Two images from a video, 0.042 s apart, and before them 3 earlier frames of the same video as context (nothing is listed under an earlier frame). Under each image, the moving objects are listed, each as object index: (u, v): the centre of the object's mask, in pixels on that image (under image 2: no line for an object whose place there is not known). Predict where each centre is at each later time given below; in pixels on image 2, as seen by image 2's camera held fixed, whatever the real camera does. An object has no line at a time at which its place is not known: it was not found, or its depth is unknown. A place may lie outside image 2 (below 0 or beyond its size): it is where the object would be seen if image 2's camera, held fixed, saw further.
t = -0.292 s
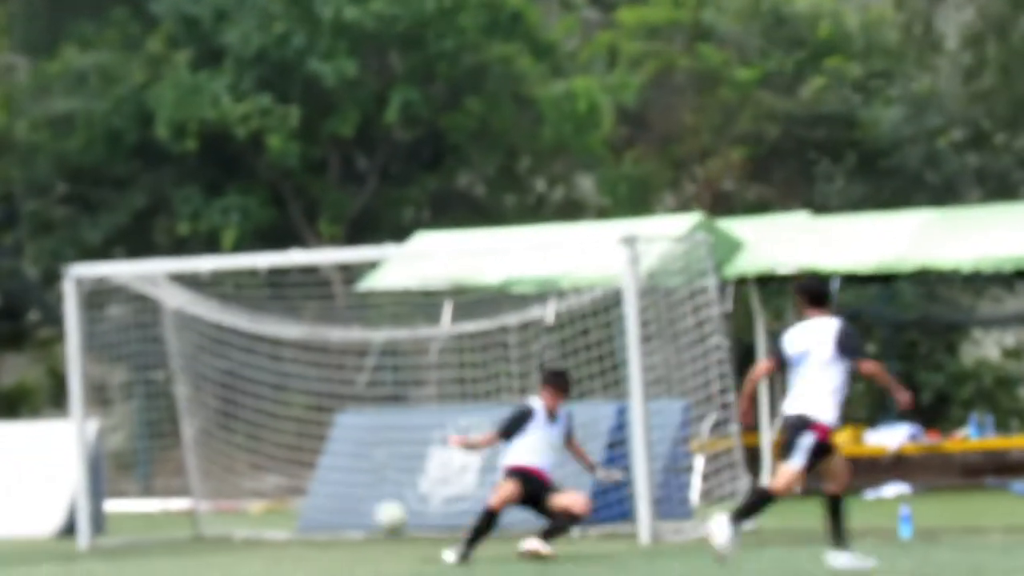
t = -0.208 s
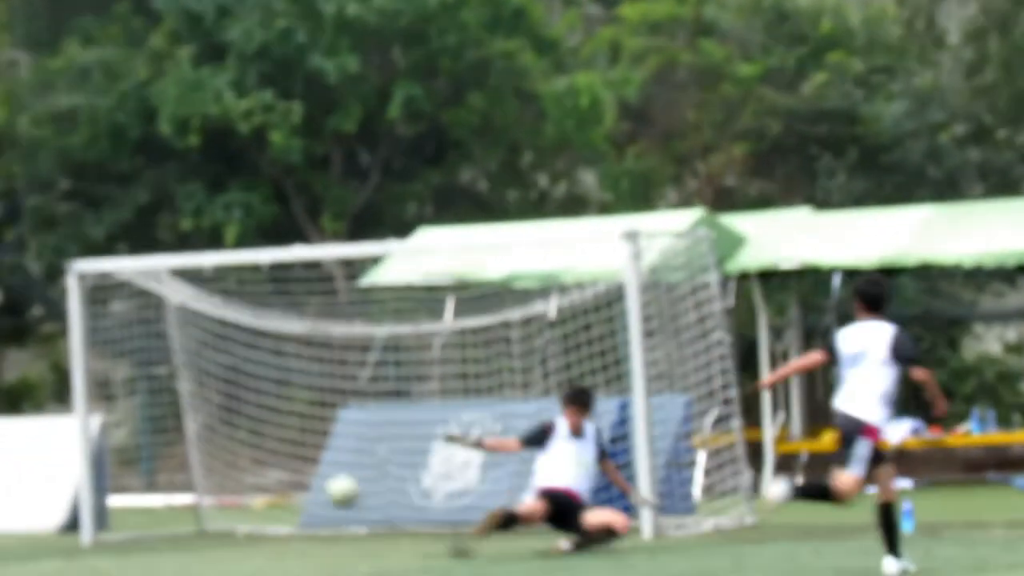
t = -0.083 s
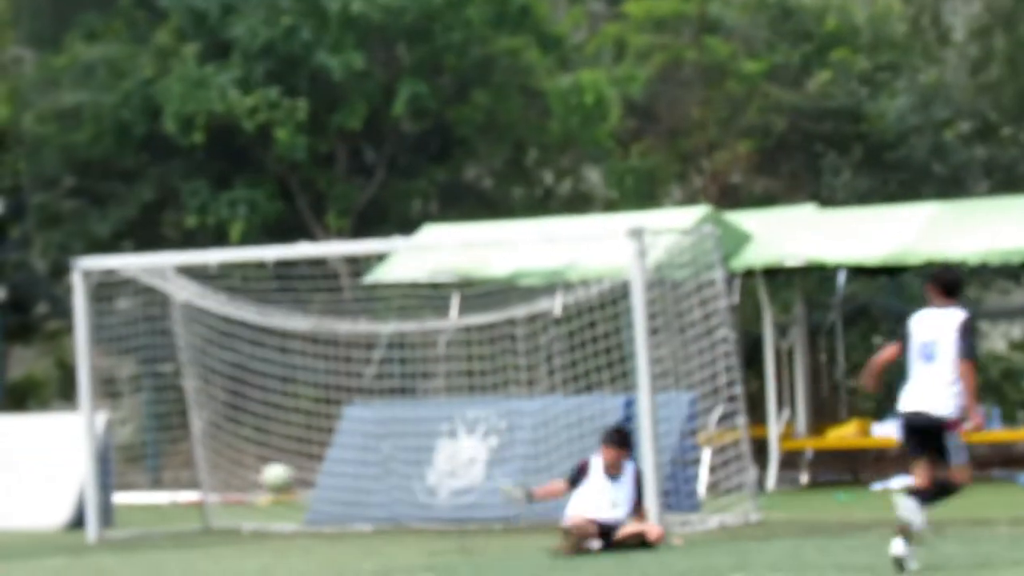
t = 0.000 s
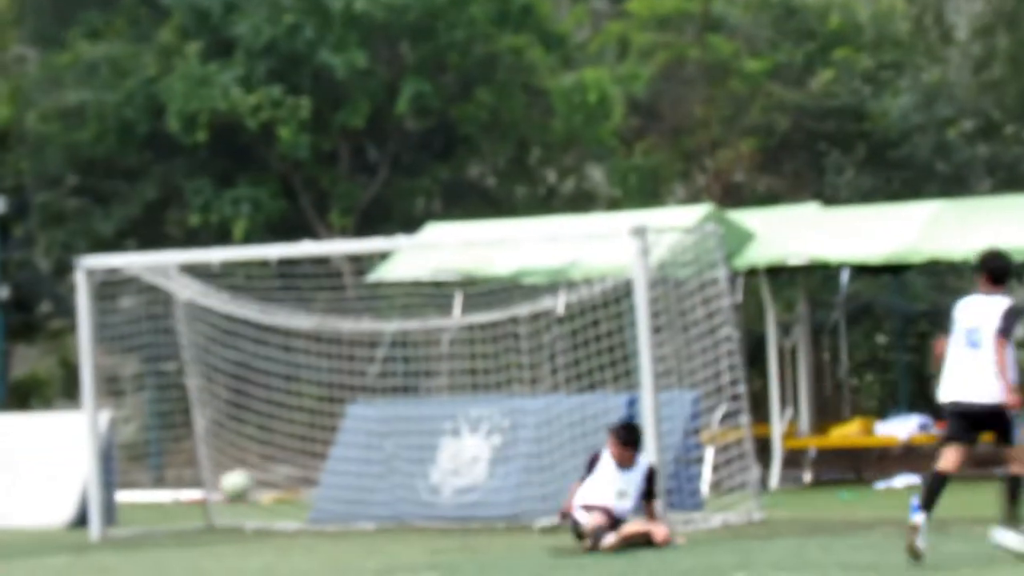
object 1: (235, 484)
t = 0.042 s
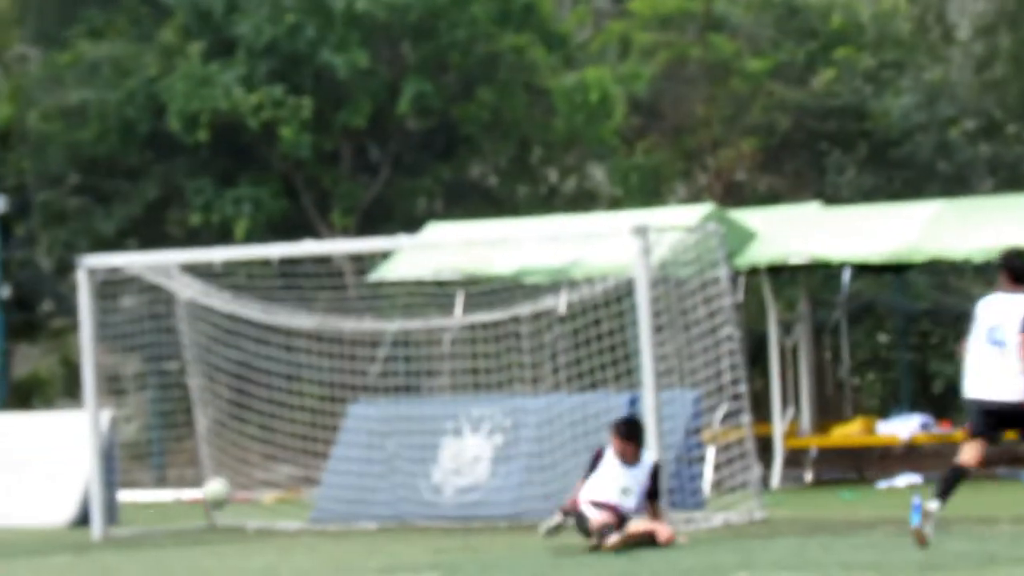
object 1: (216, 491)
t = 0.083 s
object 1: (194, 505)
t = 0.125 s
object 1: (174, 516)
